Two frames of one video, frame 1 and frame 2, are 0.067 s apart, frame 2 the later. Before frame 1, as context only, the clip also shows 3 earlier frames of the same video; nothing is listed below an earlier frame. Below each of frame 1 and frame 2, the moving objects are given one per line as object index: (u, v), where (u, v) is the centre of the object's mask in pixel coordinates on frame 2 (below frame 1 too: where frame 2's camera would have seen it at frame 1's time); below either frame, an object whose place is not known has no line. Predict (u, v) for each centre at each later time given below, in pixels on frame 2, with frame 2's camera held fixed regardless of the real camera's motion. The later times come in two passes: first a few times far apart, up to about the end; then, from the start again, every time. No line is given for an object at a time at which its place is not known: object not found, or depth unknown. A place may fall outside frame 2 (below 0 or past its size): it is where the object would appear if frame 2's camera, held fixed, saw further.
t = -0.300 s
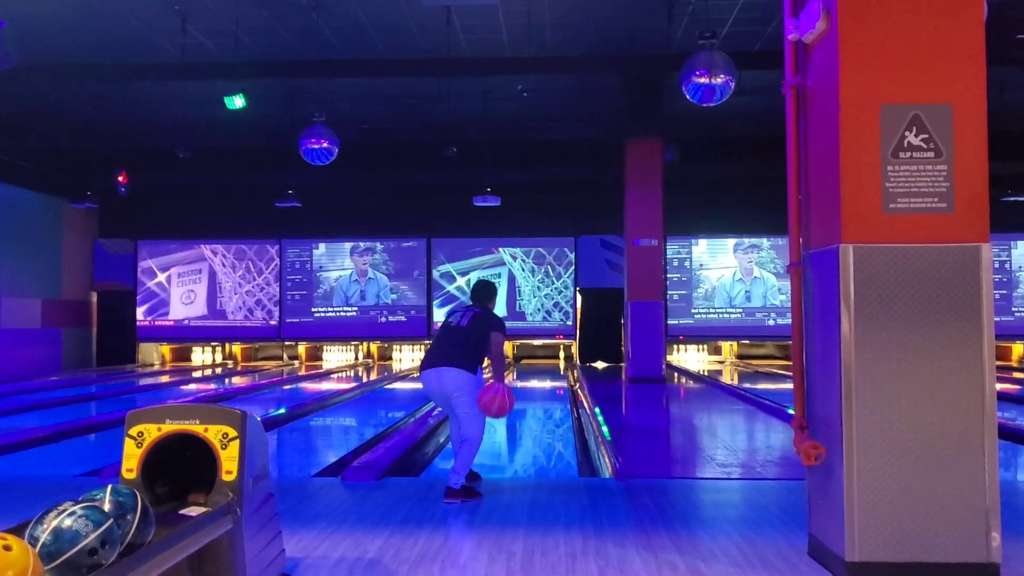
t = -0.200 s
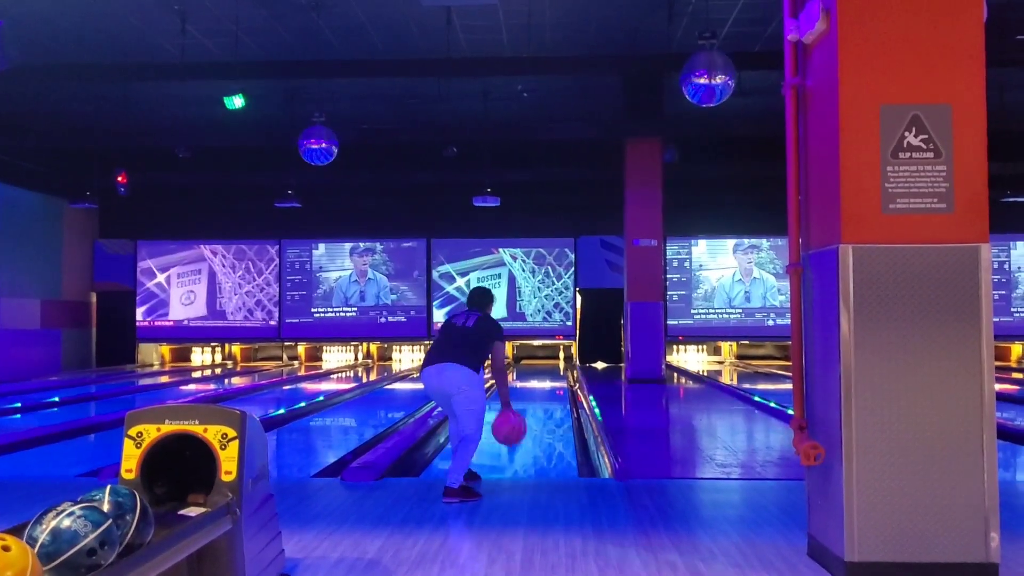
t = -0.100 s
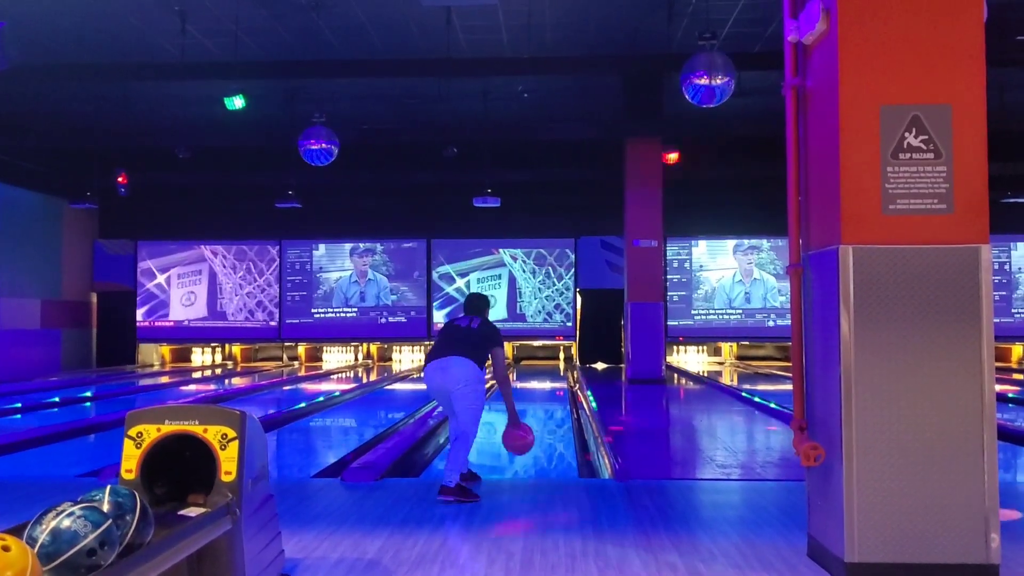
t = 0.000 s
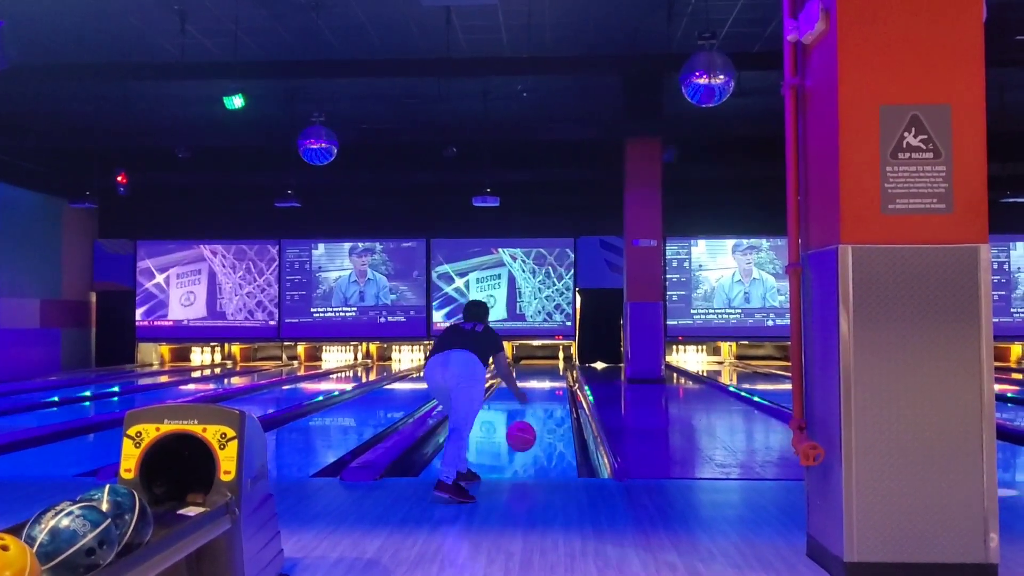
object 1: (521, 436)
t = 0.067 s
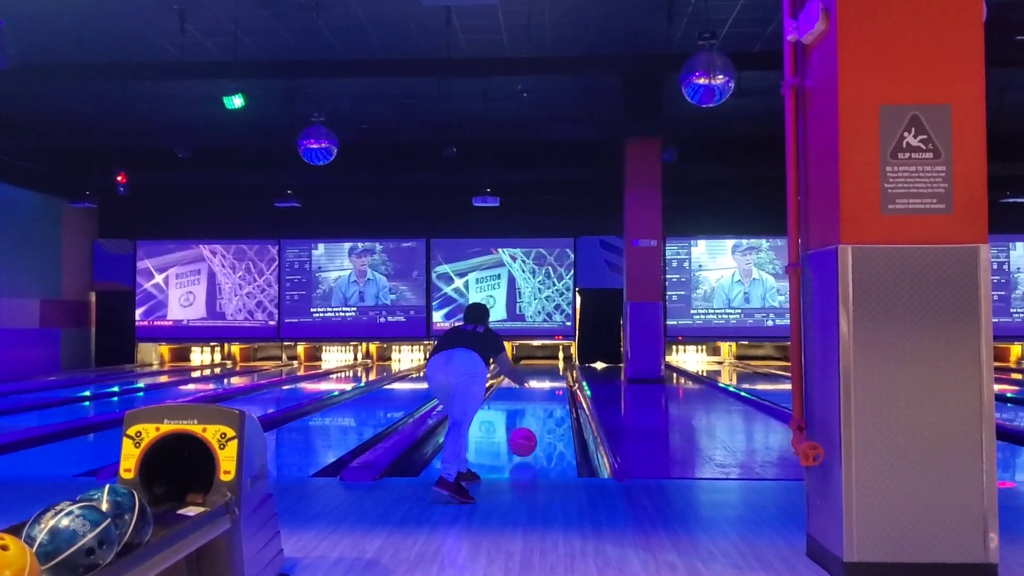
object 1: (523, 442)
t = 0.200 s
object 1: (526, 428)
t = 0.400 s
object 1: (530, 419)
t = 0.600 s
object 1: (533, 409)
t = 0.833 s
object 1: (535, 399)
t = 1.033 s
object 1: (537, 393)
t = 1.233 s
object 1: (538, 387)
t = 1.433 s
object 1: (539, 382)
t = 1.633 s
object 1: (540, 378)
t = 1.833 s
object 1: (541, 375)
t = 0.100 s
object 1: (524, 438)
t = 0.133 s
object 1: (524, 433)
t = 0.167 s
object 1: (525, 430)
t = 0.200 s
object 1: (526, 428)
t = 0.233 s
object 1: (527, 427)
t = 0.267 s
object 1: (527, 428)
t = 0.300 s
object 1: (528, 425)
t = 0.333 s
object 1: (528, 423)
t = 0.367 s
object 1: (529, 421)
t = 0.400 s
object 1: (530, 419)
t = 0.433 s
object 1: (530, 417)
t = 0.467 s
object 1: (531, 415)
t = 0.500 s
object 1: (531, 413)
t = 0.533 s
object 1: (532, 412)
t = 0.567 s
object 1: (532, 410)
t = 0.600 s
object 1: (533, 409)
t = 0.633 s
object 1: (533, 407)
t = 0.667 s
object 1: (534, 406)
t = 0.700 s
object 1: (534, 404)
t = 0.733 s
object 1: (534, 403)
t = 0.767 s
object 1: (535, 401)
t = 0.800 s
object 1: (535, 400)
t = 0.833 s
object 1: (535, 399)
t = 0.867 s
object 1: (536, 398)
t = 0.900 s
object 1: (537, 397)
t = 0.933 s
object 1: (536, 396)
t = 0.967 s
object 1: (537, 395)
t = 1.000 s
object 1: (537, 394)
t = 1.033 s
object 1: (537, 393)
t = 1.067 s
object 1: (538, 392)
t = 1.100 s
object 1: (538, 391)
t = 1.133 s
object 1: (538, 390)
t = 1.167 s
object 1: (538, 388)
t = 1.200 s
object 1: (538, 388)
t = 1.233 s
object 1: (538, 387)
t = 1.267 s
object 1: (539, 386)
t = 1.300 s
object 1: (539, 384)
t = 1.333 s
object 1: (539, 384)
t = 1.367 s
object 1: (539, 383)
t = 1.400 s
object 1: (539, 382)
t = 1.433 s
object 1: (539, 382)
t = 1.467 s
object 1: (540, 382)
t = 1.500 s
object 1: (540, 381)
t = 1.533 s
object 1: (540, 380)
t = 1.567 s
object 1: (540, 379)
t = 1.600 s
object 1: (540, 378)
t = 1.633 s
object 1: (540, 378)
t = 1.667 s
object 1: (541, 377)
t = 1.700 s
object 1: (541, 376)
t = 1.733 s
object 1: (541, 376)
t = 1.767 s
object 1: (541, 376)
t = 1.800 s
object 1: (541, 375)
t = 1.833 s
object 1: (541, 375)
